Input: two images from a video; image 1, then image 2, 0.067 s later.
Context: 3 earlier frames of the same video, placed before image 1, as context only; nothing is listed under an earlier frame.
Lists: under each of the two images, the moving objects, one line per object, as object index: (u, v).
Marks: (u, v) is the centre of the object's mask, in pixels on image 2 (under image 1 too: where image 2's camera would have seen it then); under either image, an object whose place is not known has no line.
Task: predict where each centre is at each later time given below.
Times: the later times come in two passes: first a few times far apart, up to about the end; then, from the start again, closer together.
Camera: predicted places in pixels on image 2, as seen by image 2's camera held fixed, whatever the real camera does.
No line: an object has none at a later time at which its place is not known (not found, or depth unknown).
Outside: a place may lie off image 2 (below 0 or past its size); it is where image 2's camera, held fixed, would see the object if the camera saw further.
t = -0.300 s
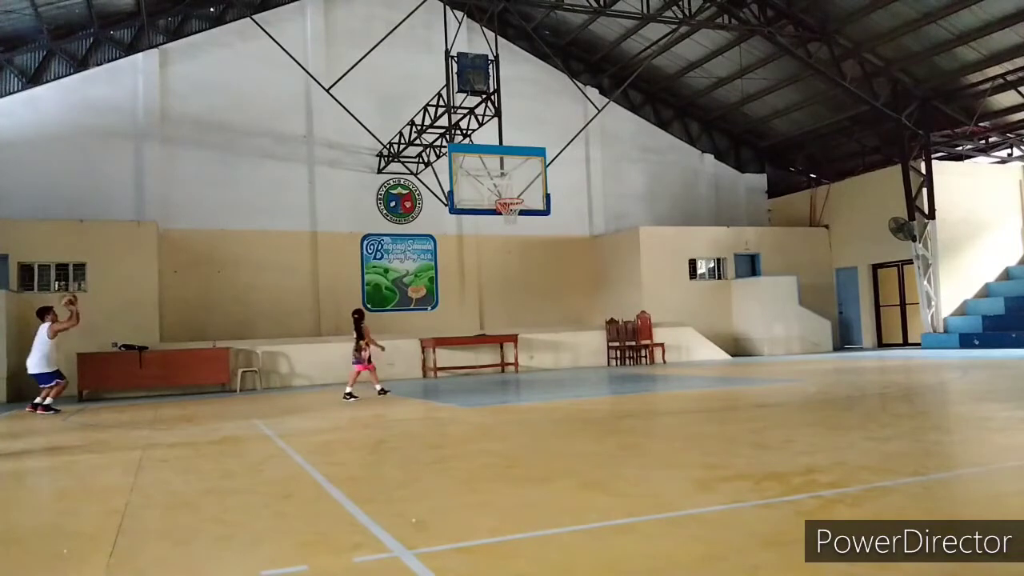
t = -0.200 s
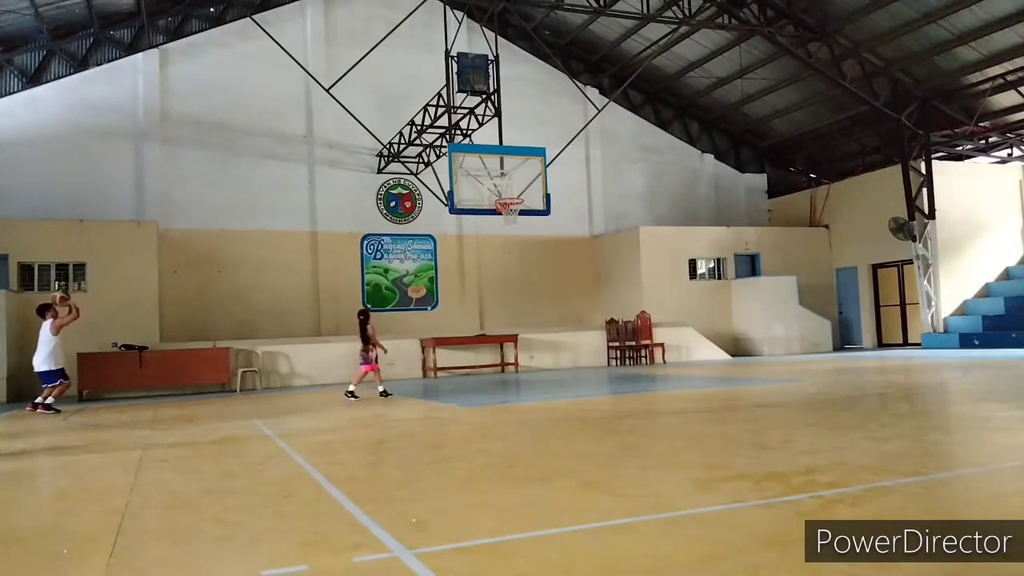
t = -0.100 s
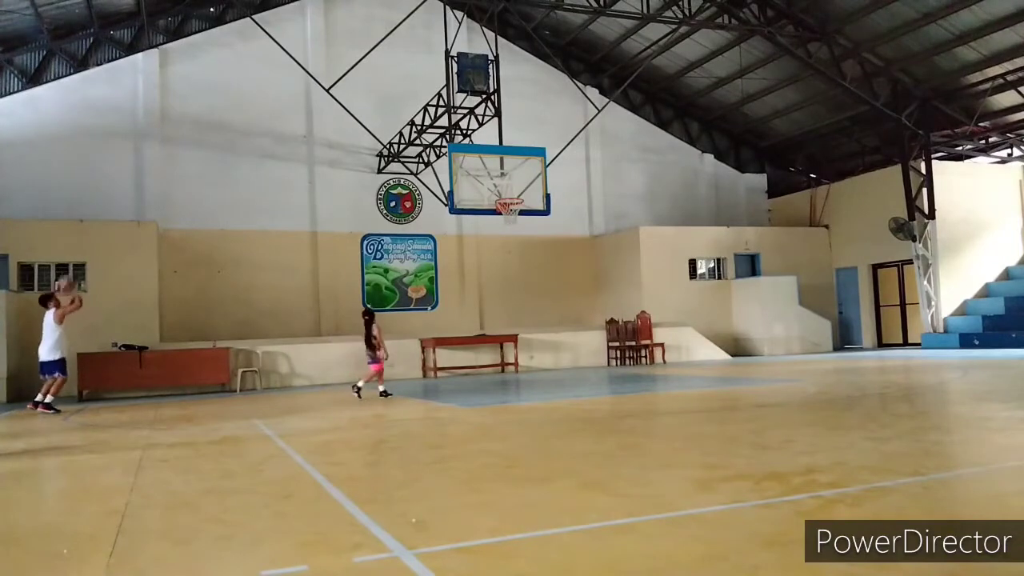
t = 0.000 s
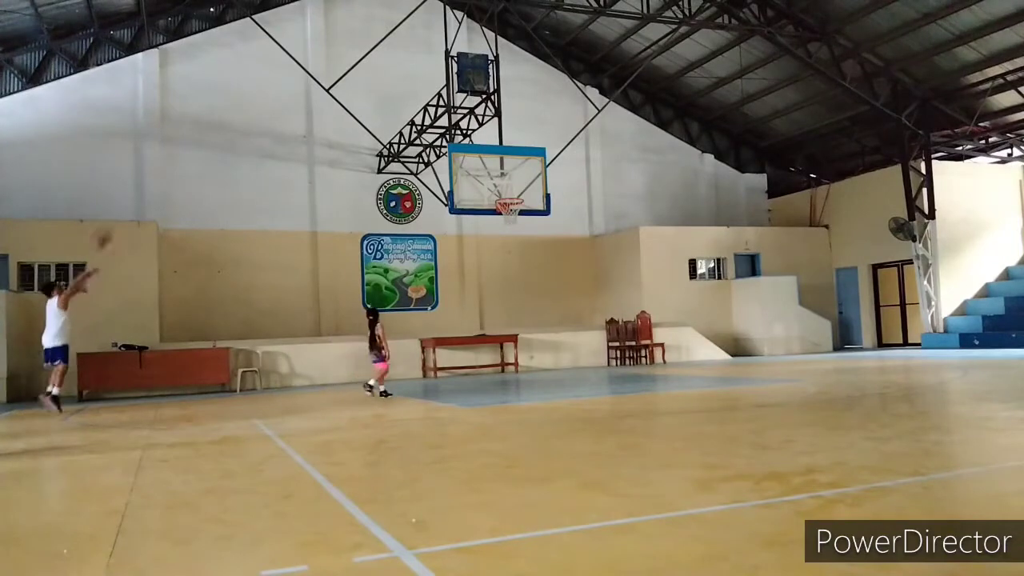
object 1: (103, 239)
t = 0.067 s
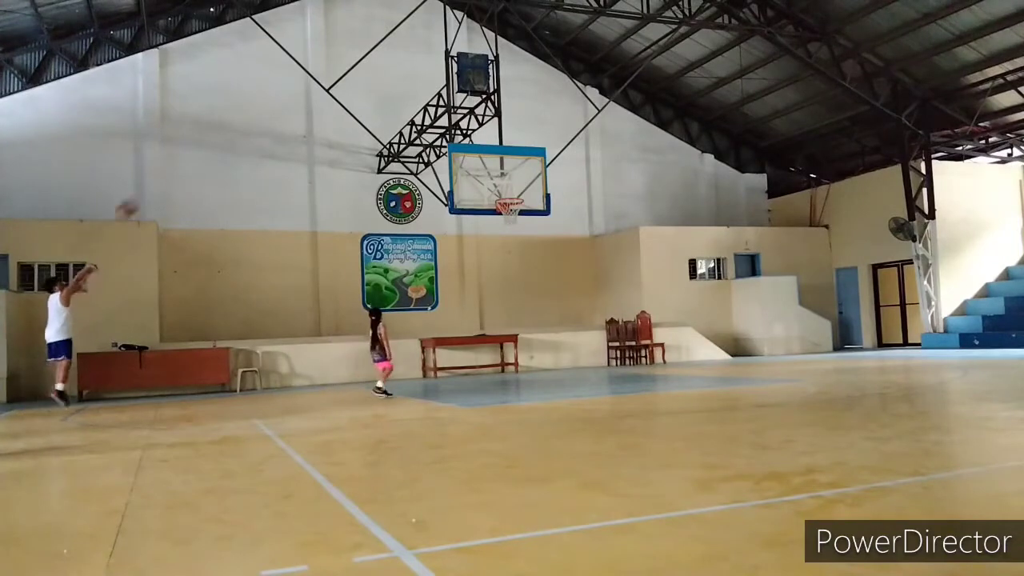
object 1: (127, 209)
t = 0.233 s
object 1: (189, 152)
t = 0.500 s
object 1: (283, 103)
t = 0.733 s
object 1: (359, 100)
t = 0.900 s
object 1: (410, 118)
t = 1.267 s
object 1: (515, 209)
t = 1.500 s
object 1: (513, 210)
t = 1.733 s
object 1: (503, 235)
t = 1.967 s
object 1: (494, 288)
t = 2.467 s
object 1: (477, 306)
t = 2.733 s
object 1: (465, 269)
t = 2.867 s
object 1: (460, 267)
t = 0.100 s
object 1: (139, 196)
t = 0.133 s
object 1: (151, 184)
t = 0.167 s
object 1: (164, 172)
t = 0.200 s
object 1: (176, 162)
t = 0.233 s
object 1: (189, 152)
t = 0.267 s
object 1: (201, 144)
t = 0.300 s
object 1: (213, 136)
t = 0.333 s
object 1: (225, 128)
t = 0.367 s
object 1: (237, 122)
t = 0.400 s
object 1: (248, 116)
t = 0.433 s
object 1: (260, 111)
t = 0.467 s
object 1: (271, 107)
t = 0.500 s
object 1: (283, 103)
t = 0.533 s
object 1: (294, 101)
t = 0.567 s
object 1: (305, 99)
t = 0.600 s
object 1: (316, 98)
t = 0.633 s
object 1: (327, 97)
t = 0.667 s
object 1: (338, 97)
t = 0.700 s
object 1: (348, 98)
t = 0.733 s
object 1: (359, 100)
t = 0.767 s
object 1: (369, 102)
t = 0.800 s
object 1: (380, 105)
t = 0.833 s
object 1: (390, 109)
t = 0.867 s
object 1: (401, 113)
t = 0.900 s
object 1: (410, 118)
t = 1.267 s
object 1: (515, 209)
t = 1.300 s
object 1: (520, 211)
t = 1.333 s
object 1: (519, 209)
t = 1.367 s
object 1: (519, 209)
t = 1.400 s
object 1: (518, 208)
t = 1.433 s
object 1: (517, 208)
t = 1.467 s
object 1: (515, 209)
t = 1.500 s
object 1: (513, 210)
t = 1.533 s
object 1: (512, 213)
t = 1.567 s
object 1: (511, 216)
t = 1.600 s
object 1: (507, 222)
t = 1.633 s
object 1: (506, 223)
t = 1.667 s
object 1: (505, 226)
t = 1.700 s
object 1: (504, 231)
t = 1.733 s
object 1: (503, 235)
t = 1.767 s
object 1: (501, 240)
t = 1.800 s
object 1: (500, 247)
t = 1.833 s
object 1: (499, 253)
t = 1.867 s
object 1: (497, 261)
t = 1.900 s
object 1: (496, 270)
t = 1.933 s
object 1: (495, 278)
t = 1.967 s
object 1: (494, 288)
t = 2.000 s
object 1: (493, 298)
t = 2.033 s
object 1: (492, 309)
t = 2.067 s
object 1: (492, 320)
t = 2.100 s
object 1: (491, 331)
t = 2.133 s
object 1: (491, 345)
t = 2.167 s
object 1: (489, 359)
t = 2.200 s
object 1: (489, 376)
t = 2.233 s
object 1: (487, 372)
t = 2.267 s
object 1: (485, 359)
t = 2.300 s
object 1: (484, 350)
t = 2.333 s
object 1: (481, 339)
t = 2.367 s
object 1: (480, 327)
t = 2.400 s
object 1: (479, 323)
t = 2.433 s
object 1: (478, 315)
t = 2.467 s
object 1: (477, 306)
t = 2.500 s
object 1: (475, 299)
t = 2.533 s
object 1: (473, 293)
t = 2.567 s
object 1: (472, 287)
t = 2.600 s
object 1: (470, 282)
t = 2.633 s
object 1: (468, 278)
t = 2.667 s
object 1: (468, 275)
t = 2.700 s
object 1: (466, 272)
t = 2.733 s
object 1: (465, 269)
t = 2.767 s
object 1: (464, 268)
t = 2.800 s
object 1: (463, 267)
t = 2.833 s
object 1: (462, 267)
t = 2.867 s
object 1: (460, 267)
